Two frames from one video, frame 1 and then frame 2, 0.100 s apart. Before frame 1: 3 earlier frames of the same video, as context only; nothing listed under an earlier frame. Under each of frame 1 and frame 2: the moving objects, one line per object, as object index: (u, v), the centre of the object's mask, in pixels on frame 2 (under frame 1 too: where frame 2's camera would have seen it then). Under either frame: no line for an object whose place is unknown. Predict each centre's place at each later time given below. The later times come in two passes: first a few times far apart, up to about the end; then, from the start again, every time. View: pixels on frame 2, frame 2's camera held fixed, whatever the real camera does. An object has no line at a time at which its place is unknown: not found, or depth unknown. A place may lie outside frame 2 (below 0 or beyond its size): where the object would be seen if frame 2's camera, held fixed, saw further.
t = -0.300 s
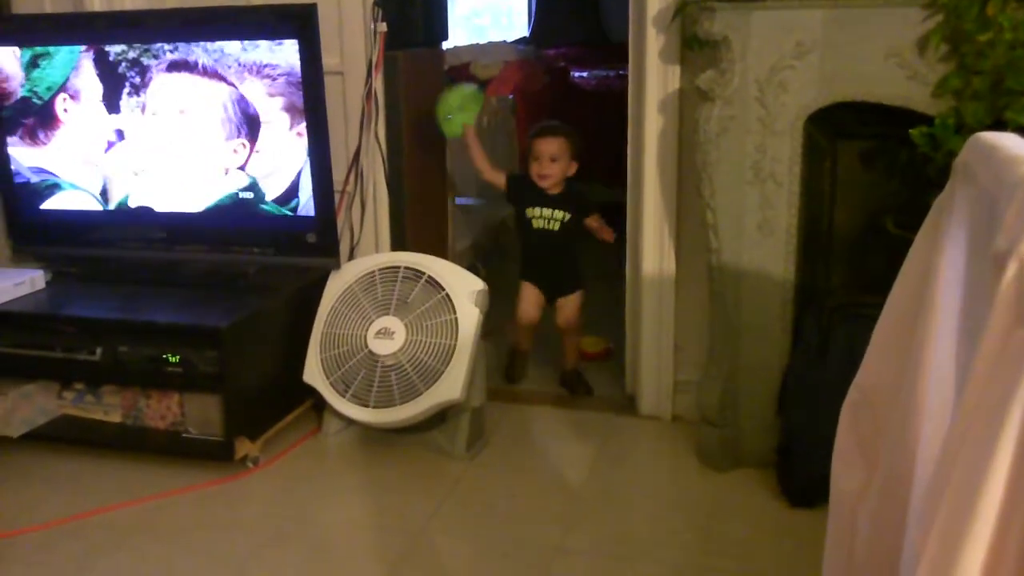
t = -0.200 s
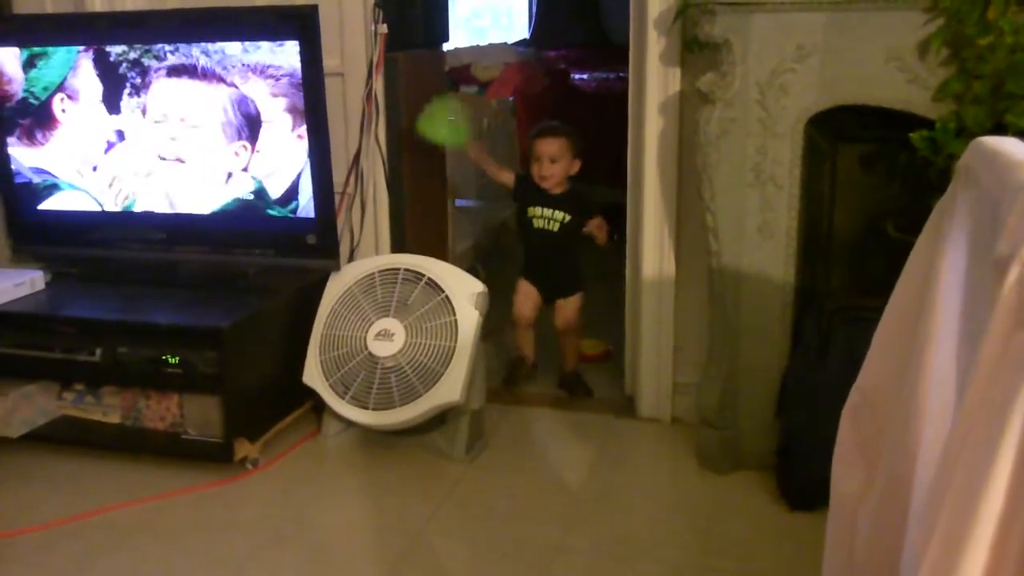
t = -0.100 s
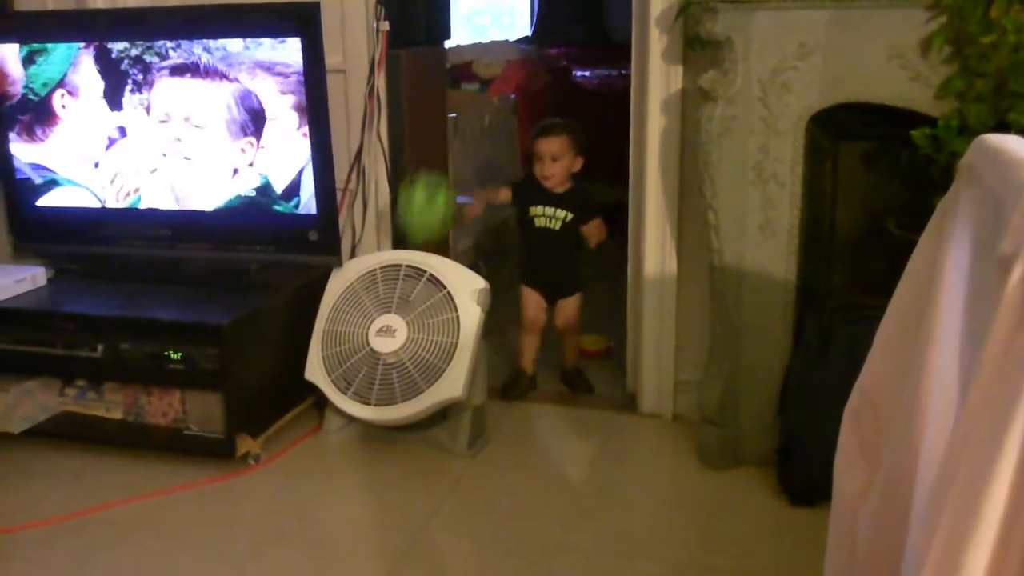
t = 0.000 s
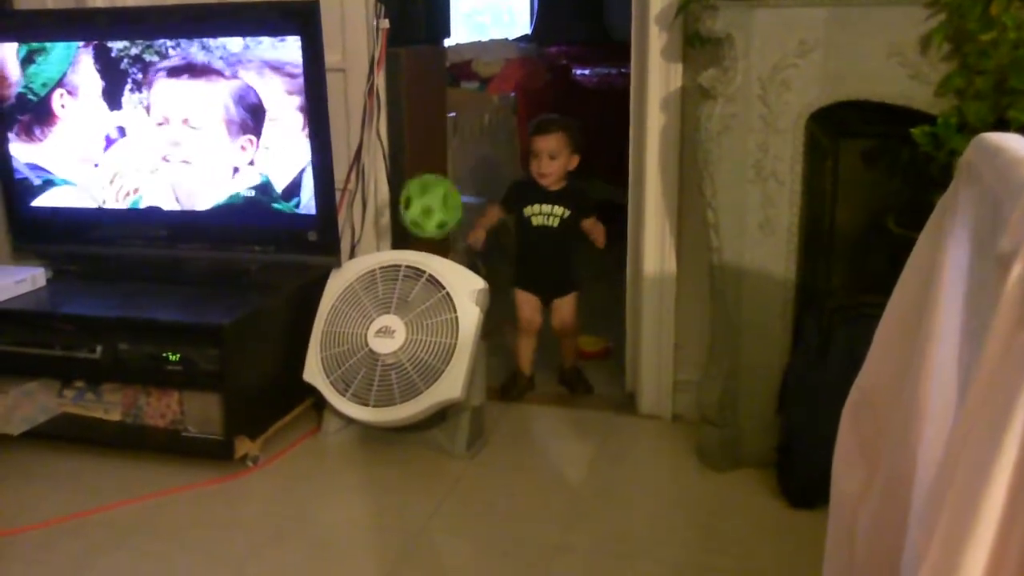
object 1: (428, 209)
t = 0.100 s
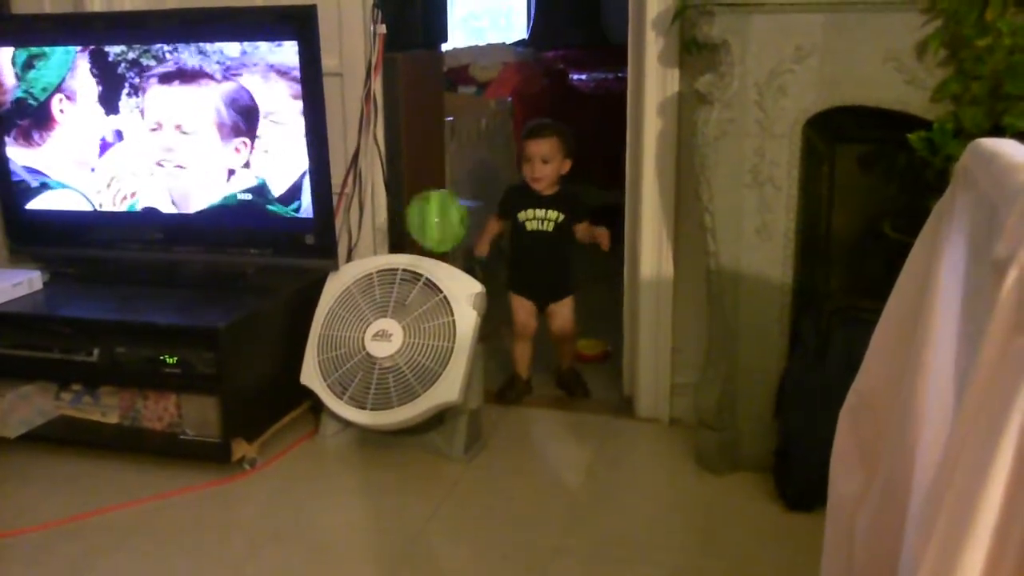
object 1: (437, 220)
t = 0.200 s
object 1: (454, 259)
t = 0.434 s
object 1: (483, 457)
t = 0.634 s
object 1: (502, 464)
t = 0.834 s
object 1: (552, 482)
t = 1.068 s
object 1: (598, 478)
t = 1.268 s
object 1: (619, 464)
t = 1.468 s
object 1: (611, 449)
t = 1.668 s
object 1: (591, 440)
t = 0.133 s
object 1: (444, 223)
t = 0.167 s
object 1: (448, 241)
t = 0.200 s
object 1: (454, 259)
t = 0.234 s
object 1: (458, 292)
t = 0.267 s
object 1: (461, 328)
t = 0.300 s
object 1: (465, 360)
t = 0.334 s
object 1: (473, 382)
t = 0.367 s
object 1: (476, 432)
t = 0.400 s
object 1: (481, 462)
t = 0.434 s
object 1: (483, 457)
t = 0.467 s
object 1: (484, 449)
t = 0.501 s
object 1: (486, 445)
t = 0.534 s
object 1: (487, 444)
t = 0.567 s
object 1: (491, 445)
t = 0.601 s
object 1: (497, 454)
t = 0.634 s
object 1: (502, 464)
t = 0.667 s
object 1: (508, 483)
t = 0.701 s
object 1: (514, 484)
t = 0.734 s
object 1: (526, 476)
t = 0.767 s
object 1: (535, 474)
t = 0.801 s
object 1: (546, 476)
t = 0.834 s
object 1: (552, 482)
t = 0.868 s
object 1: (558, 483)
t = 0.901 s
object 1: (563, 480)
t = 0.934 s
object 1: (570, 480)
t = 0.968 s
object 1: (577, 482)
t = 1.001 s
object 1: (584, 480)
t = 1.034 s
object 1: (591, 480)
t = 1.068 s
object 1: (598, 478)
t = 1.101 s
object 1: (603, 478)
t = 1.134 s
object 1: (607, 474)
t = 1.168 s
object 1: (614, 470)
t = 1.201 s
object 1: (616, 469)
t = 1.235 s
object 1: (618, 468)
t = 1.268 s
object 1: (619, 464)
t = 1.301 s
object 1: (617, 462)
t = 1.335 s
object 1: (616, 459)
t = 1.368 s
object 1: (615, 457)
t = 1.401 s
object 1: (613, 455)
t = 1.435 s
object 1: (611, 451)
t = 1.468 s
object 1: (611, 449)
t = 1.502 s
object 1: (610, 446)
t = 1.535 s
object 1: (609, 445)
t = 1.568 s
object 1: (604, 445)
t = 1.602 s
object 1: (601, 444)
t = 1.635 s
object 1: (597, 443)
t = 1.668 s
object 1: (591, 440)
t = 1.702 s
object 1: (585, 439)
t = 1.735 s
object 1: (580, 438)
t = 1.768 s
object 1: (577, 439)
